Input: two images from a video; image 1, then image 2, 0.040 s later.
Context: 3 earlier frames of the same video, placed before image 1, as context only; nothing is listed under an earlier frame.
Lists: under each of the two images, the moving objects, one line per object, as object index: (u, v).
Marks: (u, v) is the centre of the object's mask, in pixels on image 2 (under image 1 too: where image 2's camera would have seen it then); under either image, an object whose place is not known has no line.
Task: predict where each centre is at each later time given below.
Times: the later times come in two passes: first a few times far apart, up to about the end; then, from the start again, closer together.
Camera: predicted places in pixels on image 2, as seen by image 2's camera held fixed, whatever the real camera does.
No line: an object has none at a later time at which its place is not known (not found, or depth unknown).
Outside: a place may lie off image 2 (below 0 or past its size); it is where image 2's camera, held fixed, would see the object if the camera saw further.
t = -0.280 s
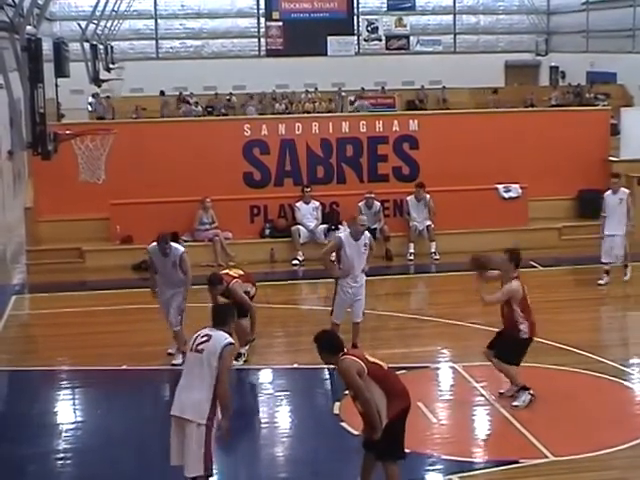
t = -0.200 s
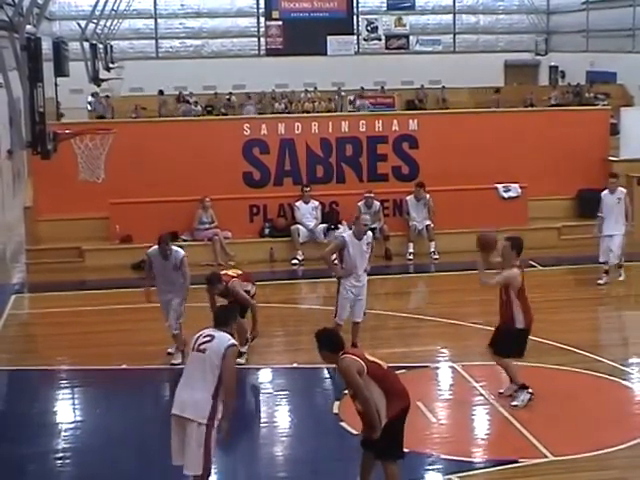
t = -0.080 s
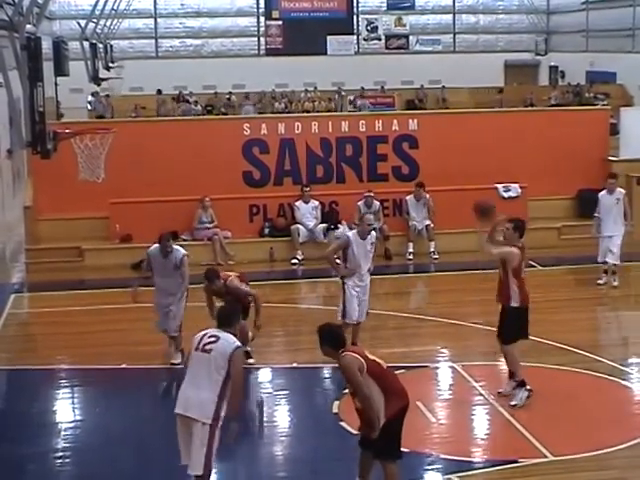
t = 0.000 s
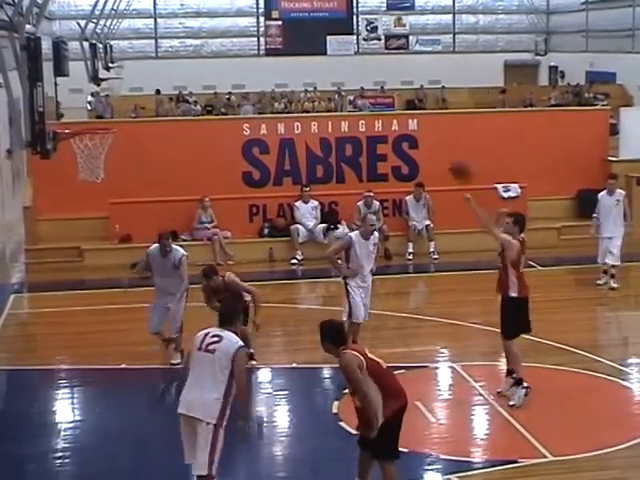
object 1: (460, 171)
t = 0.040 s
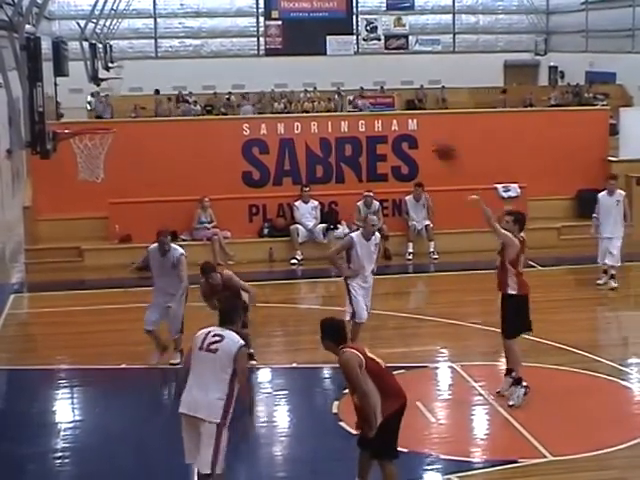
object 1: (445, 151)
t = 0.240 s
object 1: (370, 75)
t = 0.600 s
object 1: (229, 36)
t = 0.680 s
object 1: (198, 46)
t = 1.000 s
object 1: (77, 147)
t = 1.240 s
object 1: (64, 184)
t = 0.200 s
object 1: (384, 86)
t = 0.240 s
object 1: (370, 75)
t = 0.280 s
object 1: (354, 65)
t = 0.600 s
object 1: (229, 36)
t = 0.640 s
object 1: (213, 40)
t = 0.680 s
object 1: (198, 46)
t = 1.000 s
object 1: (77, 147)
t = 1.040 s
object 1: (73, 154)
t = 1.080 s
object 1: (69, 157)
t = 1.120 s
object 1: (67, 163)
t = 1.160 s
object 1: (66, 167)
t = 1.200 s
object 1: (65, 174)
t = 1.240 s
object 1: (64, 184)
